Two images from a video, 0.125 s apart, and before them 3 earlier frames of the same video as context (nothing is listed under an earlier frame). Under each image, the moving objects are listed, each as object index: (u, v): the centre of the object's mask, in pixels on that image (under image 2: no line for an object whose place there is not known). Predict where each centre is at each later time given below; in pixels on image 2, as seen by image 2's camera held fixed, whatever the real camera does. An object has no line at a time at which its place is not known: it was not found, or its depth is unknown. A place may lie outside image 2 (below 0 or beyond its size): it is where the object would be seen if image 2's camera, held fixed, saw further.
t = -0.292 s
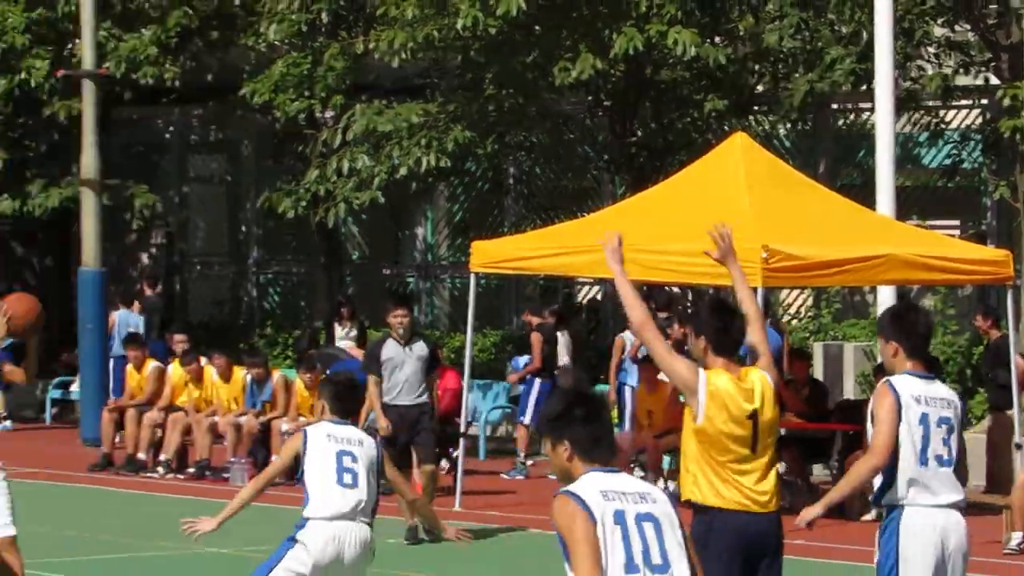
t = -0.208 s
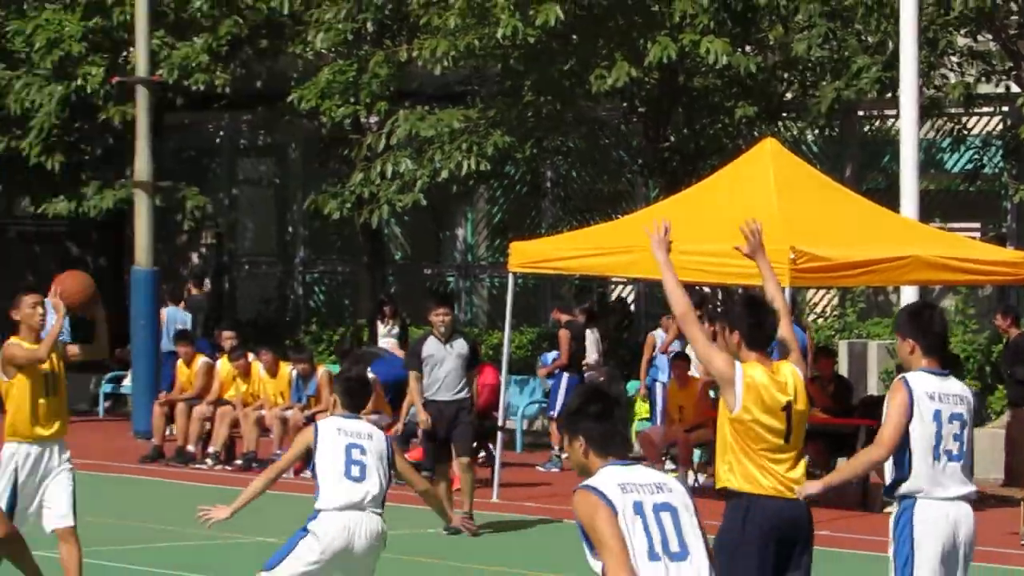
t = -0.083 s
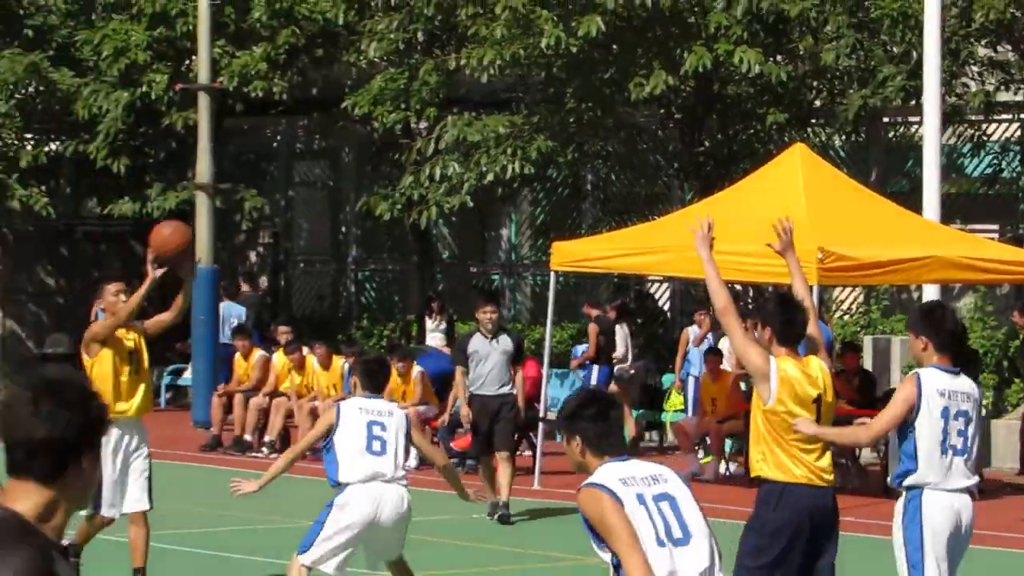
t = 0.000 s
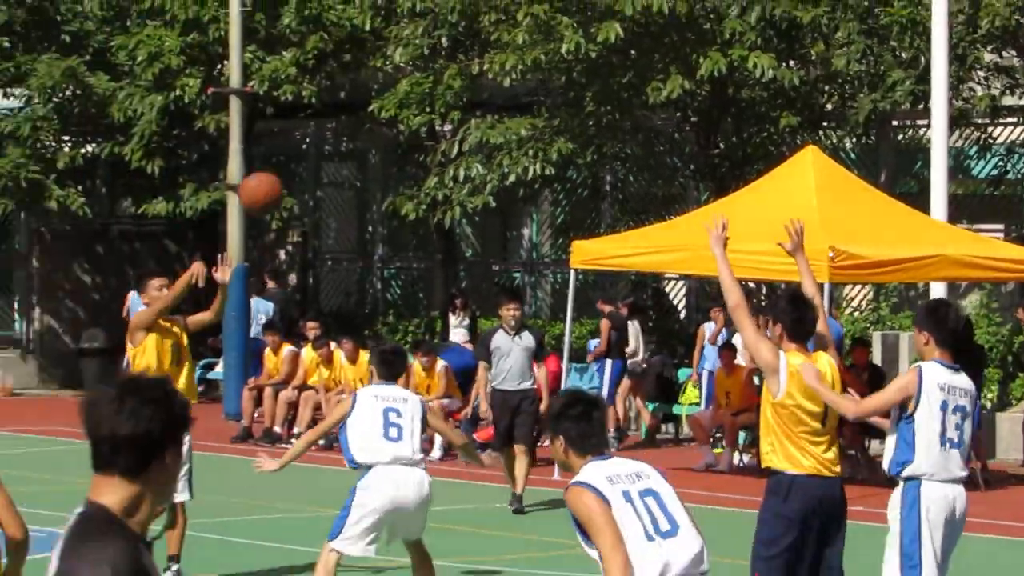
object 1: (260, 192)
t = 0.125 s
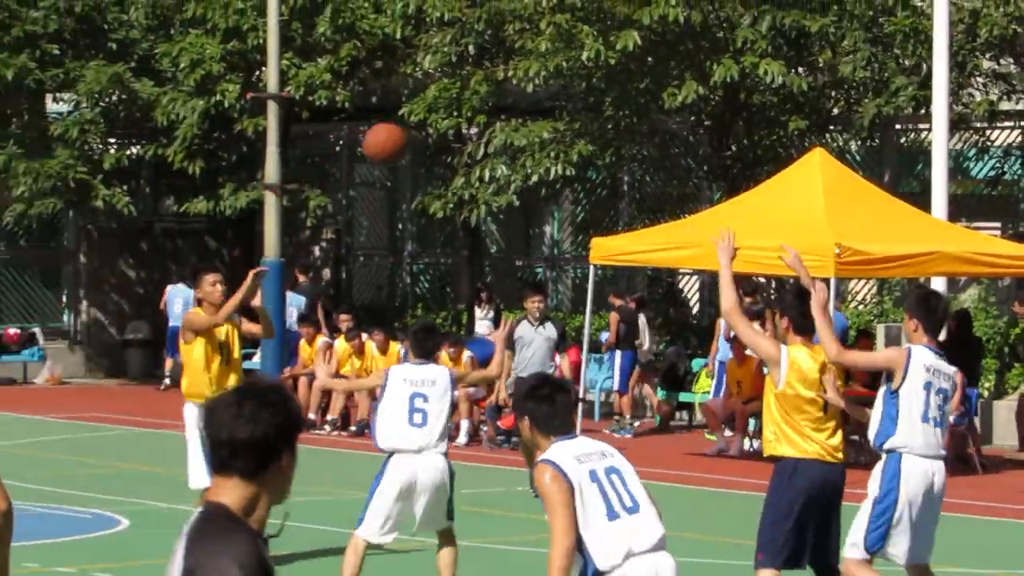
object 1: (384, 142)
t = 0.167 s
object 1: (414, 132)
